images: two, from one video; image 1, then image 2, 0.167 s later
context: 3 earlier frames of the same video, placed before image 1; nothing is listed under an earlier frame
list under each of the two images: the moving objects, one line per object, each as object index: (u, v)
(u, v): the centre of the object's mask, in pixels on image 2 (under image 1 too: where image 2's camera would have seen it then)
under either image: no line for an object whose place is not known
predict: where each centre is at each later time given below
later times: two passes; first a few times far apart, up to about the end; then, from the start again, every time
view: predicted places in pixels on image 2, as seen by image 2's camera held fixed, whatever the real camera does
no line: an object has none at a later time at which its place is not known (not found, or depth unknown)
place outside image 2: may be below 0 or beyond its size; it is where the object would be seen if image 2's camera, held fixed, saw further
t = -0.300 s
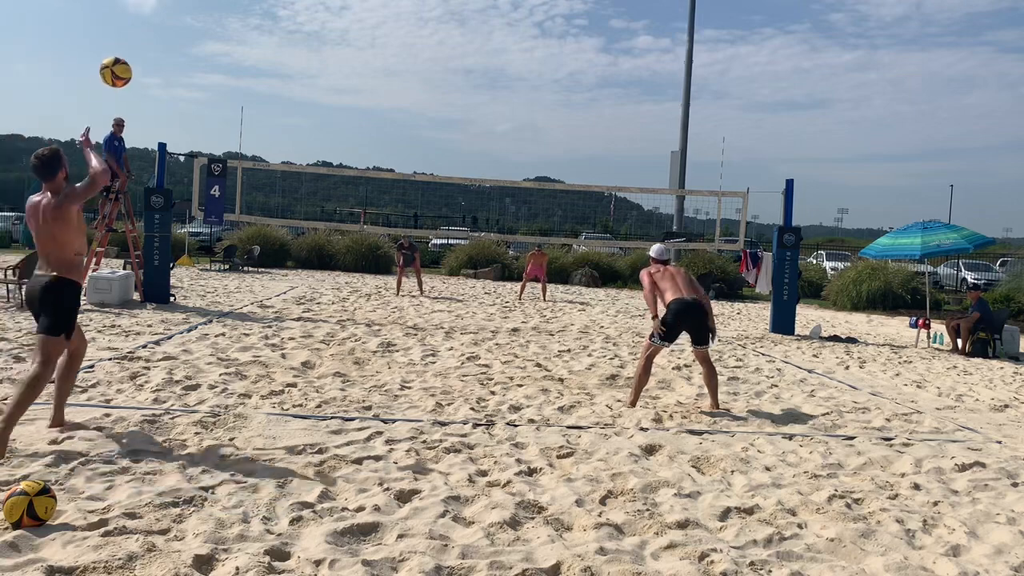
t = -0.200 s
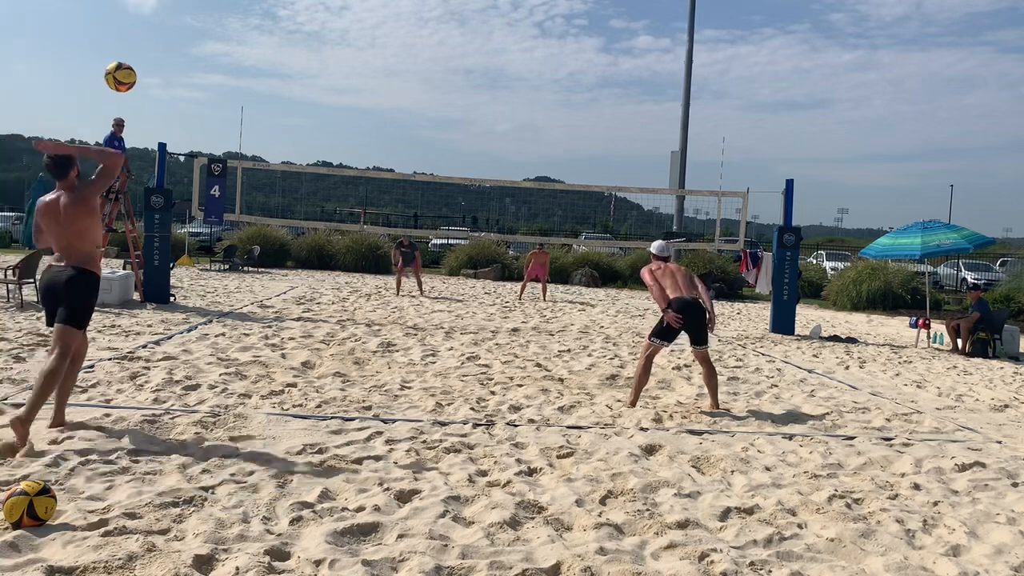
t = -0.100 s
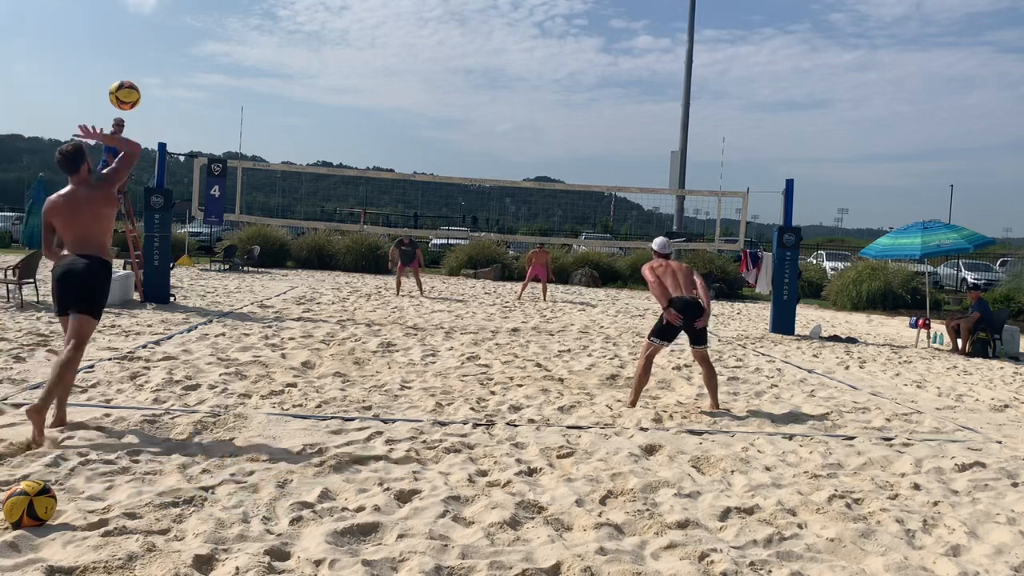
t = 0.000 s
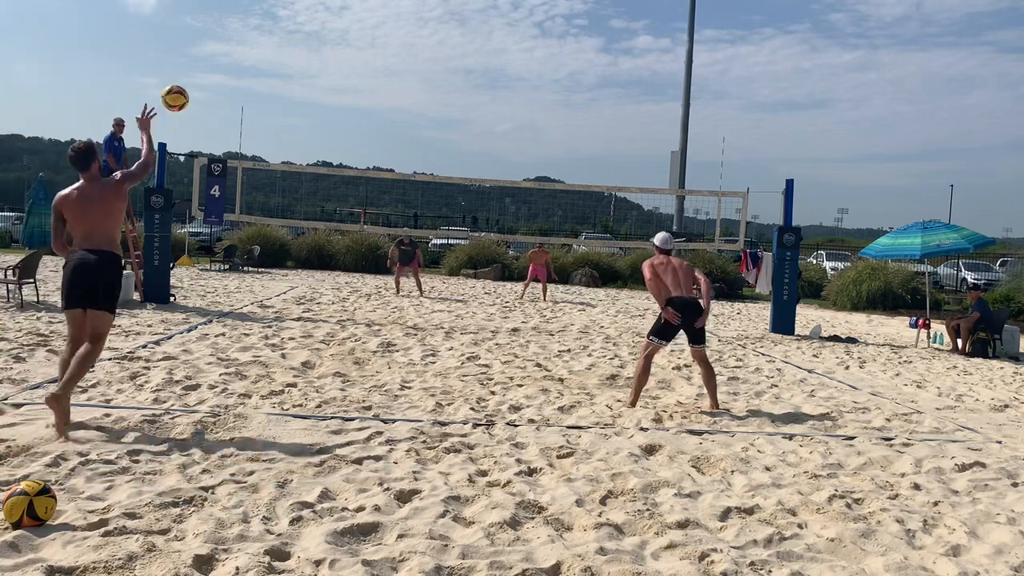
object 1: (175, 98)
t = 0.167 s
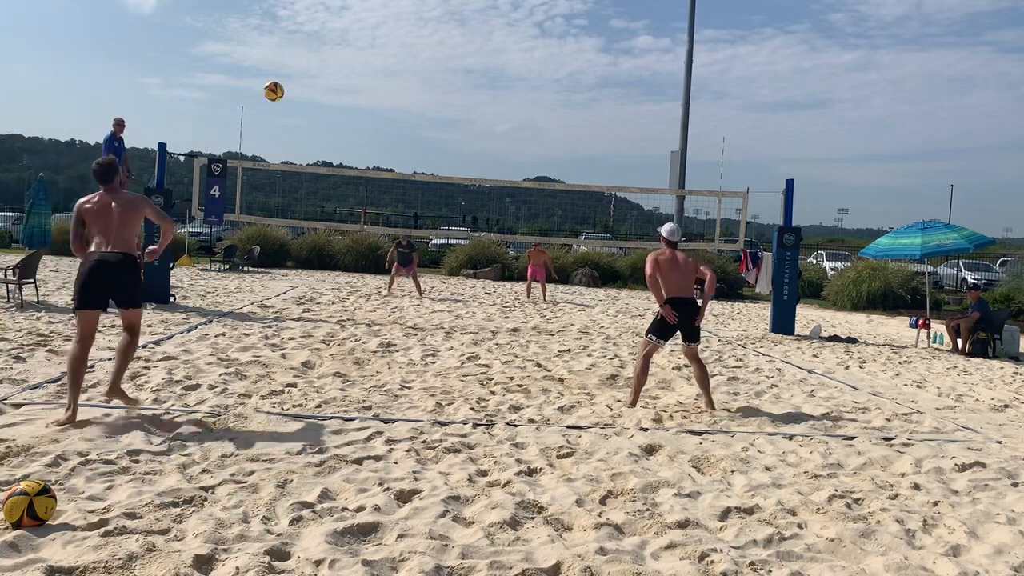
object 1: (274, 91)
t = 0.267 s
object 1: (312, 98)
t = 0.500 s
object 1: (373, 128)
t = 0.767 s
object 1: (410, 182)
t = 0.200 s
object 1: (288, 93)
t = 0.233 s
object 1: (301, 95)
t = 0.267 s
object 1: (312, 98)
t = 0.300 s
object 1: (323, 101)
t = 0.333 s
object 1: (333, 105)
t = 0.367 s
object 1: (343, 108)
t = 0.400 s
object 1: (351, 112)
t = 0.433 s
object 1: (359, 117)
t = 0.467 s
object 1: (366, 123)
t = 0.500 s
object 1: (373, 128)
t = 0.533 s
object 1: (379, 134)
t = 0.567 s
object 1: (385, 141)
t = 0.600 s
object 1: (390, 147)
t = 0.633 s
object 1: (394, 153)
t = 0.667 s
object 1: (399, 160)
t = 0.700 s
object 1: (402, 167)
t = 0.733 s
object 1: (407, 171)
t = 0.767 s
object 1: (410, 182)
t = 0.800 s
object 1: (413, 188)
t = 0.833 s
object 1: (416, 195)
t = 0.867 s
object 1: (419, 202)
